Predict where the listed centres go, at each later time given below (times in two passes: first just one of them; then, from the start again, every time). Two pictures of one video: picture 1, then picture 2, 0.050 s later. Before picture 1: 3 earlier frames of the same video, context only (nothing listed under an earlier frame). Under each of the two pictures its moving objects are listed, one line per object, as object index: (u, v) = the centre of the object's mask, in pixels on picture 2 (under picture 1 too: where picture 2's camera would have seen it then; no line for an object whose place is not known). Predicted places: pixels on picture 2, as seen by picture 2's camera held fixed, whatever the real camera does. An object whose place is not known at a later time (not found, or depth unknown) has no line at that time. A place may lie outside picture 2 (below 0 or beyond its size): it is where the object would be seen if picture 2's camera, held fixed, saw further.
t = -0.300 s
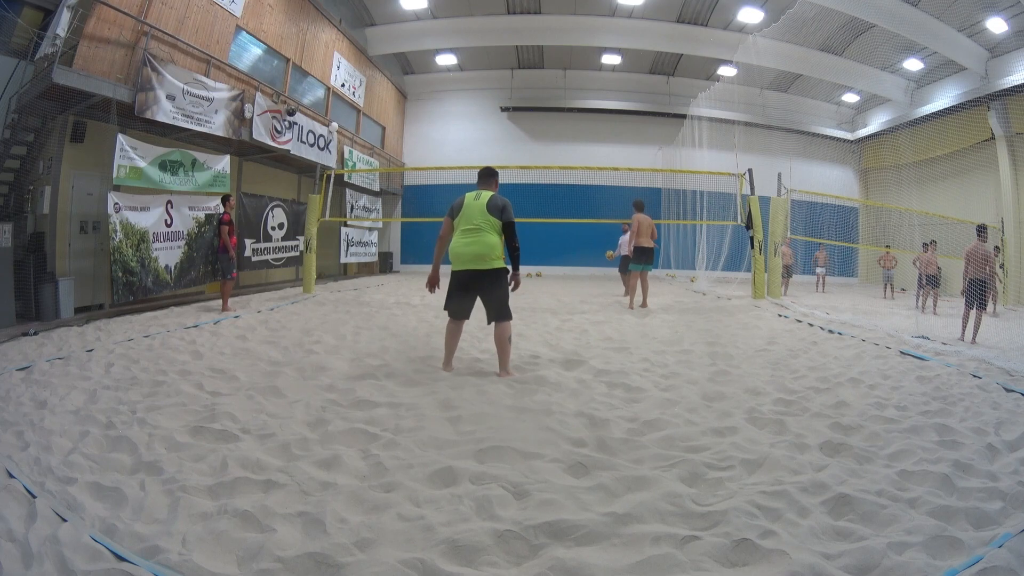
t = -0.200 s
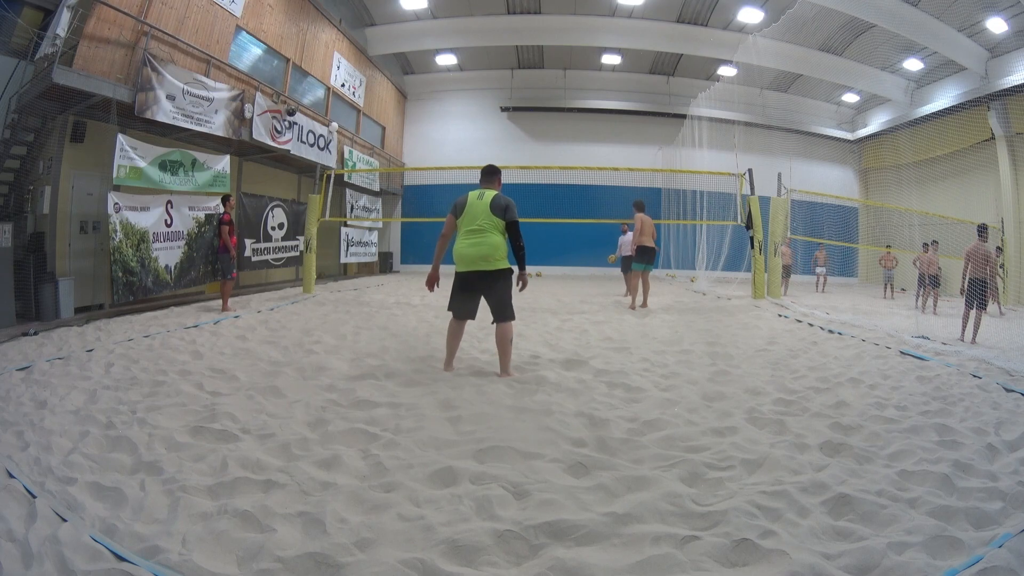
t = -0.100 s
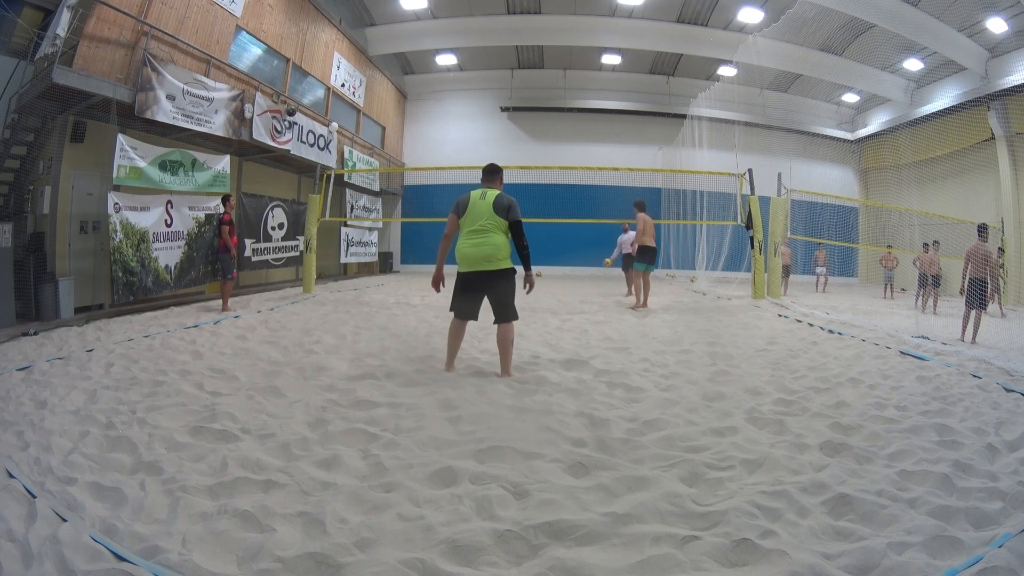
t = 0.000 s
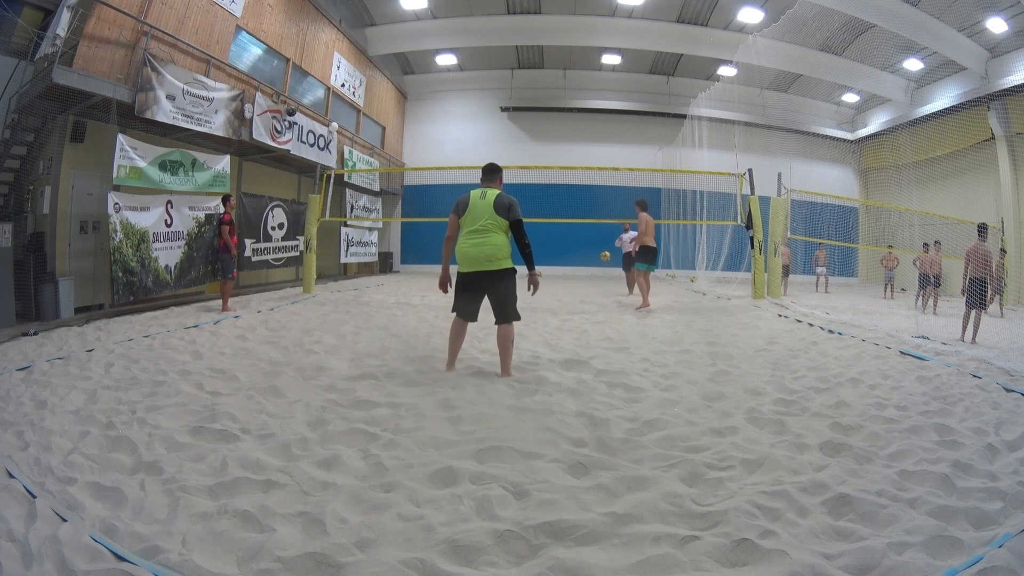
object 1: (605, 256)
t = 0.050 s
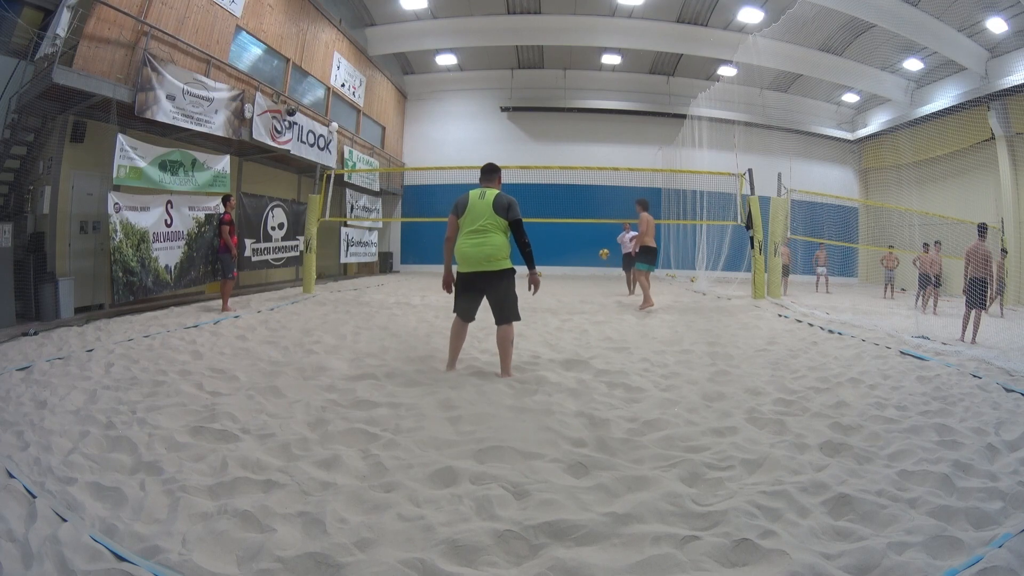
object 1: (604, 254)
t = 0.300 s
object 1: (595, 262)
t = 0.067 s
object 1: (603, 254)
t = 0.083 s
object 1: (603, 253)
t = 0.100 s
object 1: (602, 253)
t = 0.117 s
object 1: (602, 253)
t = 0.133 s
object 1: (602, 253)
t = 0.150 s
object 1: (601, 253)
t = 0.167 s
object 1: (600, 253)
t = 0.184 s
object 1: (600, 254)
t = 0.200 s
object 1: (599, 254)
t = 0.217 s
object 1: (599, 255)
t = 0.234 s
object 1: (598, 256)
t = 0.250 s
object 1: (598, 258)
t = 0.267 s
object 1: (597, 259)
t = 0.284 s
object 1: (596, 261)
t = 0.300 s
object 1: (595, 262)
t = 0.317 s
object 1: (595, 265)
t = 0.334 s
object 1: (594, 267)
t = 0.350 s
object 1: (593, 270)
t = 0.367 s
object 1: (592, 273)
